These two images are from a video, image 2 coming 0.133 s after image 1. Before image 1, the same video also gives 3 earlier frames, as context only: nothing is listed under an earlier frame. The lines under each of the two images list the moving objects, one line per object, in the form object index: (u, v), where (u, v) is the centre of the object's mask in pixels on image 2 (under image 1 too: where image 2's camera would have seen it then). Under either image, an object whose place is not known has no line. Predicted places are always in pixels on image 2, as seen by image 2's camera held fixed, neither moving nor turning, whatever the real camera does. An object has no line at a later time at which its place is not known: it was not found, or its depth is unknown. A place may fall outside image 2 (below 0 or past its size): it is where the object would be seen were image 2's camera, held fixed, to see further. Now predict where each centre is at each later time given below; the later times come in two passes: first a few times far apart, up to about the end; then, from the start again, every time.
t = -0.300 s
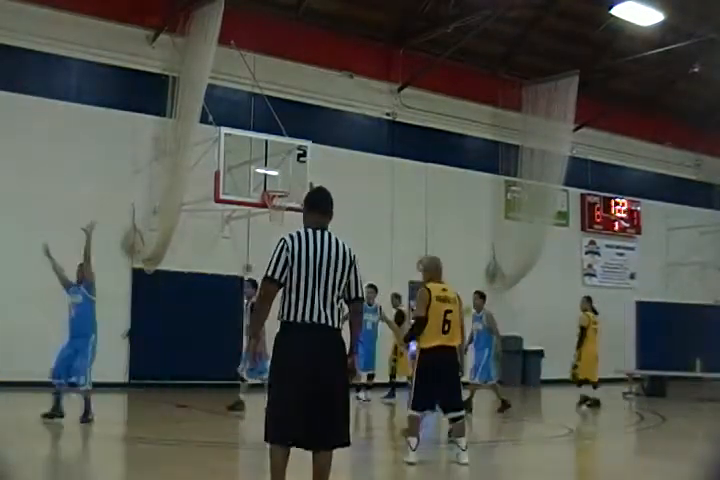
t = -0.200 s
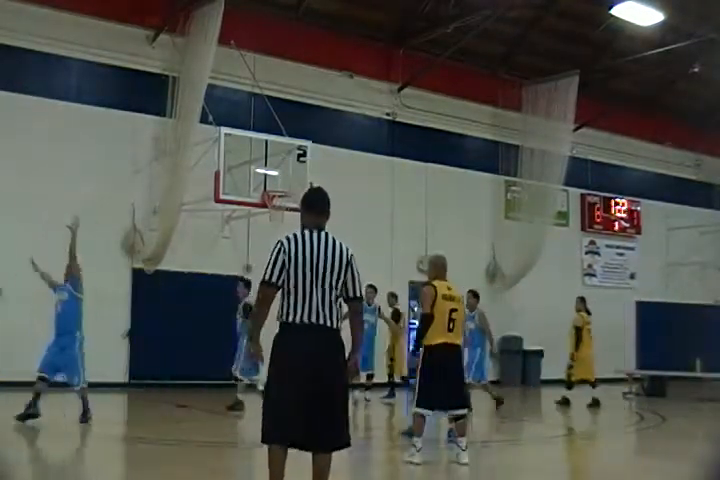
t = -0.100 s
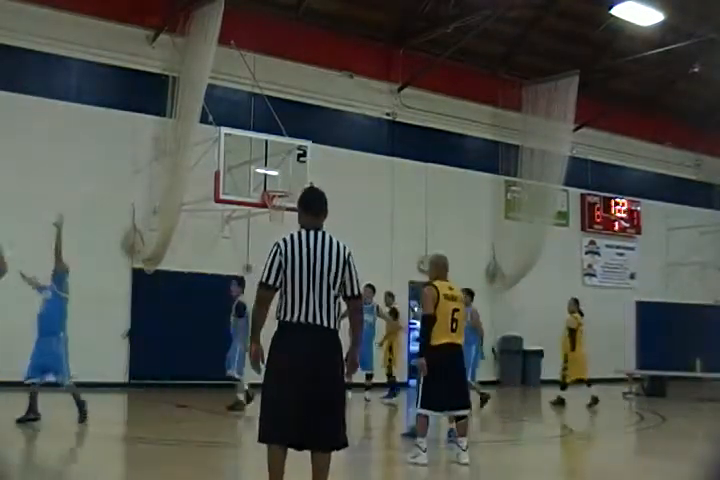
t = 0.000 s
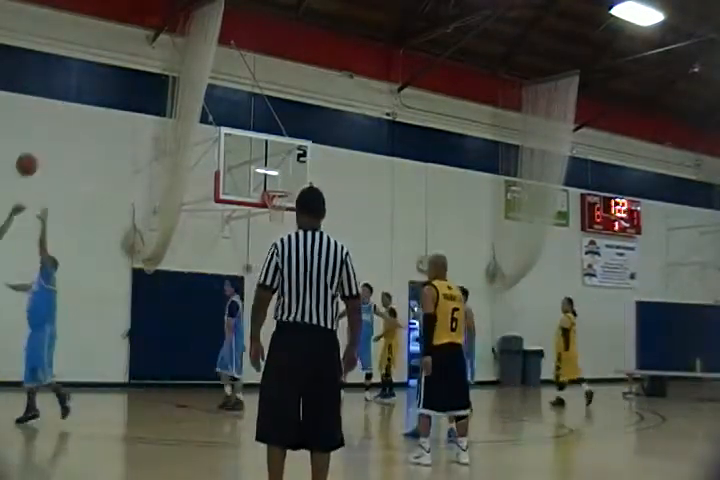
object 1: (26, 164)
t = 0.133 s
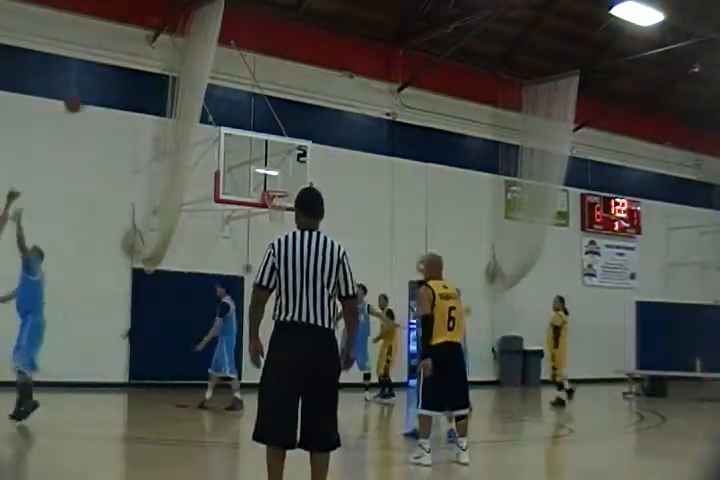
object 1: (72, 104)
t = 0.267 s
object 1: (111, 66)
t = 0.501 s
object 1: (171, 40)
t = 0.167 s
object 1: (84, 87)
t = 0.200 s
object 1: (94, 78)
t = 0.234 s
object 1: (104, 71)
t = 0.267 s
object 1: (111, 66)
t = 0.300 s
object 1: (123, 57)
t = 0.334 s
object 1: (132, 52)
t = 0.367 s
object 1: (141, 48)
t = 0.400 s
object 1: (150, 44)
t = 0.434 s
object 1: (156, 42)
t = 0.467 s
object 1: (166, 40)
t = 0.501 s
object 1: (171, 40)
